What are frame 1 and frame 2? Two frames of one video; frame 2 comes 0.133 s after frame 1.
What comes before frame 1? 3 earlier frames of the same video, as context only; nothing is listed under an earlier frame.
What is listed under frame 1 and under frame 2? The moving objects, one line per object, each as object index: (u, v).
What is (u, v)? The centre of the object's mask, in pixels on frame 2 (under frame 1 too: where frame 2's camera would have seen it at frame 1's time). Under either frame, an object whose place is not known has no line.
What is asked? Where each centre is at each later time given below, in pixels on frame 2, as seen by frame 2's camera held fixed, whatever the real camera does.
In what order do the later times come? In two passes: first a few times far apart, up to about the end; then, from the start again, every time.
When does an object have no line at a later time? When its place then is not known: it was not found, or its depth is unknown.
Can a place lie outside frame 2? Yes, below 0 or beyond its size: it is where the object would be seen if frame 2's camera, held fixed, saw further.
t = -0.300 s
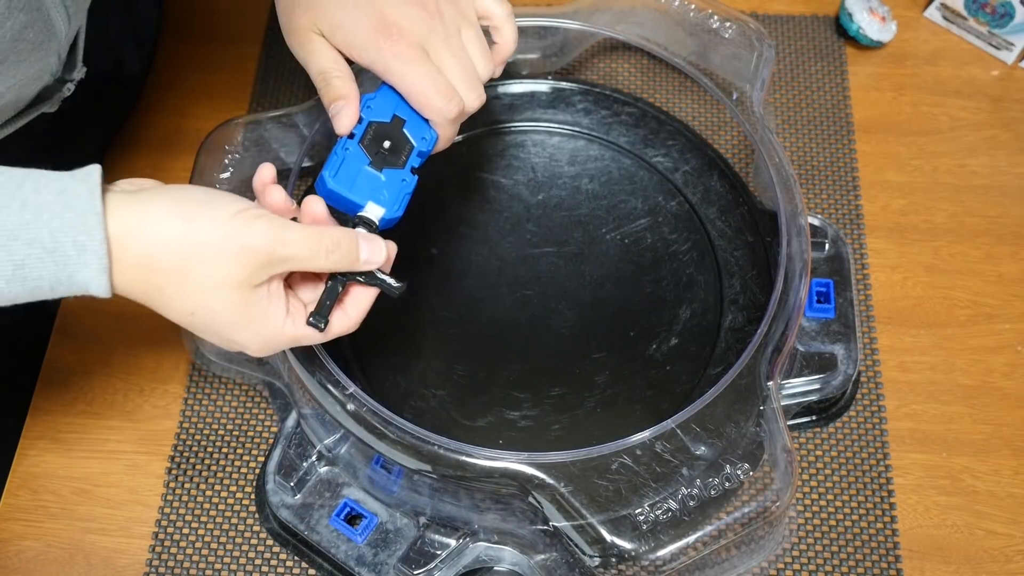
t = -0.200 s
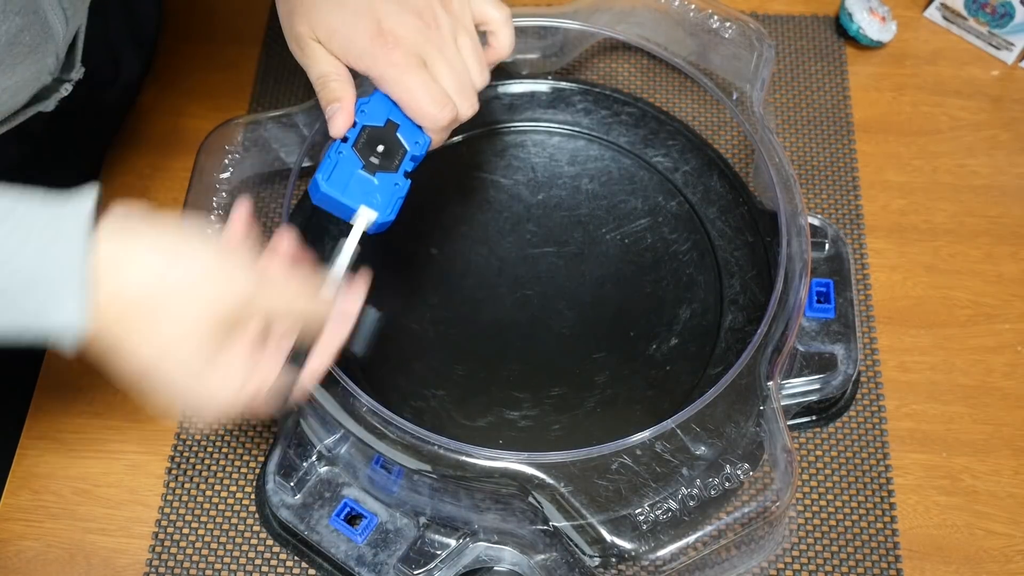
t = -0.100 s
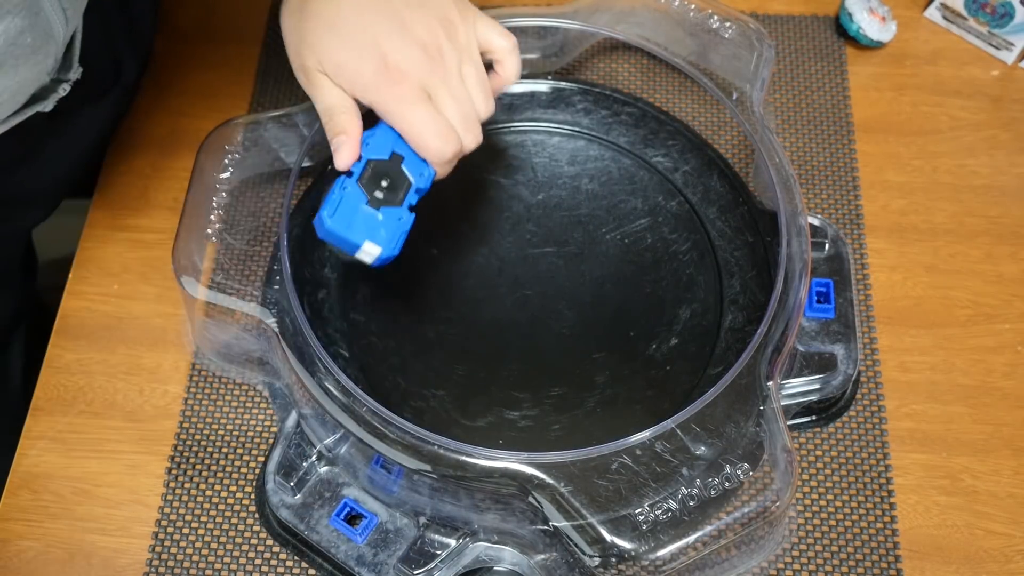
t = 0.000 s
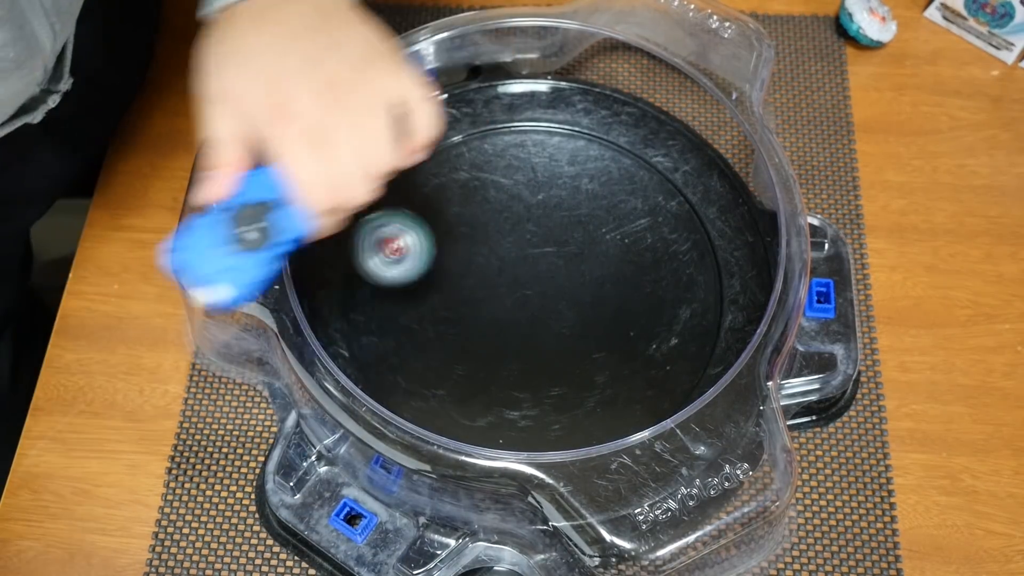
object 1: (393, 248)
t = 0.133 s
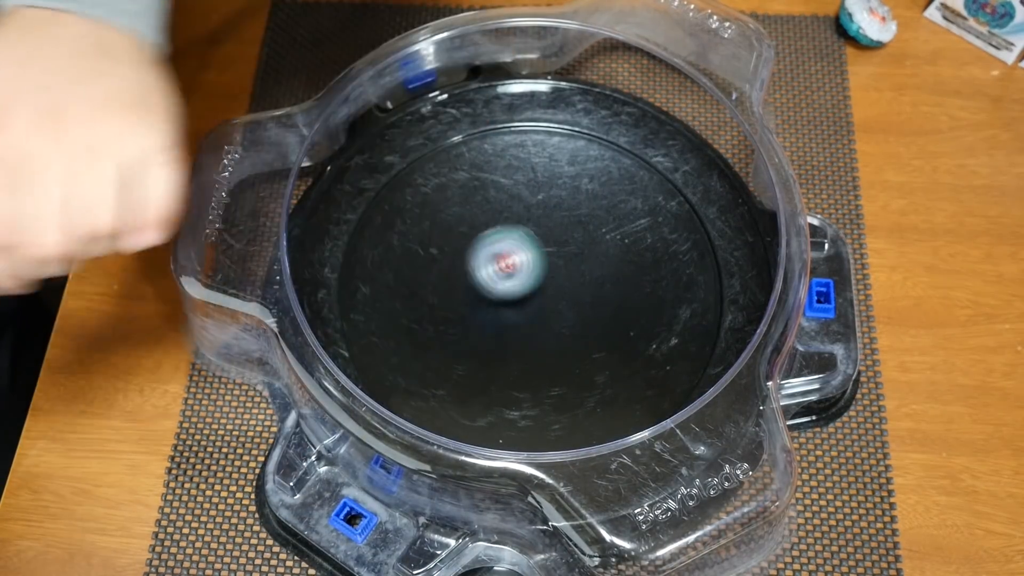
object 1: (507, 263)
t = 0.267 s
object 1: (625, 250)
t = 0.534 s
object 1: (689, 241)
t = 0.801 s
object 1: (504, 266)
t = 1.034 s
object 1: (433, 281)
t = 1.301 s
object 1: (607, 267)
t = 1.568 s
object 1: (691, 200)
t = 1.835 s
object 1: (562, 214)
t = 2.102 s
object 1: (502, 300)
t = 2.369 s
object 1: (579, 361)
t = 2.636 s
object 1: (642, 301)
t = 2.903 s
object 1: (637, 261)
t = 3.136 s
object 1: (595, 292)
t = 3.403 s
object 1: (557, 350)
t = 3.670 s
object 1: (558, 365)
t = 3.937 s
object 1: (548, 343)
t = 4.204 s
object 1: (500, 328)
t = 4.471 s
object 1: (462, 335)
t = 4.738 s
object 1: (474, 340)
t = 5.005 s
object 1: (488, 298)
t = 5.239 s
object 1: (466, 255)
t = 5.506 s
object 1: (459, 253)
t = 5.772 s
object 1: (494, 251)
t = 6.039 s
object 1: (525, 230)
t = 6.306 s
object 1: (542, 223)
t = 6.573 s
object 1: (560, 233)
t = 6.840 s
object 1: (576, 250)
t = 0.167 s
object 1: (537, 254)
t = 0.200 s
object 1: (569, 252)
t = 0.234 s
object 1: (598, 255)
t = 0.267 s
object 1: (625, 250)
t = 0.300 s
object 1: (651, 249)
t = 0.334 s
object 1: (671, 246)
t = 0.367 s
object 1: (688, 243)
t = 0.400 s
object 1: (701, 241)
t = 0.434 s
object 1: (706, 239)
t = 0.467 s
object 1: (706, 239)
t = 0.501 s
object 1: (700, 239)
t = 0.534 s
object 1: (689, 241)
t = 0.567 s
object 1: (673, 244)
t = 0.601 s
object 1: (655, 246)
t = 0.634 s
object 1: (633, 249)
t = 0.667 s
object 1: (608, 252)
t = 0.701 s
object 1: (582, 257)
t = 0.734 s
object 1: (556, 260)
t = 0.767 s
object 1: (529, 263)
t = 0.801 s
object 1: (504, 266)
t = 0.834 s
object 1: (481, 268)
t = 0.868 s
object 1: (461, 270)
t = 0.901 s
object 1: (446, 272)
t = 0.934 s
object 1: (434, 273)
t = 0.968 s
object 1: (428, 276)
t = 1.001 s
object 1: (428, 278)
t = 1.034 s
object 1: (433, 281)
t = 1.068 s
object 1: (445, 283)
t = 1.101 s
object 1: (461, 285)
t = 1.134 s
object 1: (481, 286)
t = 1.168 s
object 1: (504, 286)
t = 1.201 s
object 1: (529, 284)
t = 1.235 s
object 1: (556, 280)
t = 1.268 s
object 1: (582, 275)
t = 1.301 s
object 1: (607, 267)
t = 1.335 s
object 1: (629, 259)
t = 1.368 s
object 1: (650, 249)
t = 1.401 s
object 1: (668, 239)
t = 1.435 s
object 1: (682, 229)
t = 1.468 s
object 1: (692, 220)
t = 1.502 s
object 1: (699, 210)
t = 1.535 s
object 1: (698, 203)
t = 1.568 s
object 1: (691, 200)
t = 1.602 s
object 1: (681, 198)
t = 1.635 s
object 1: (668, 197)
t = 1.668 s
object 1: (651, 196)
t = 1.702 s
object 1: (634, 198)
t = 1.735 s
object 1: (616, 200)
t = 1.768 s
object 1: (597, 203)
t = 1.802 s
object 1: (578, 208)
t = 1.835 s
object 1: (562, 214)
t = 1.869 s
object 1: (546, 221)
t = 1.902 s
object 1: (531, 230)
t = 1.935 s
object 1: (520, 239)
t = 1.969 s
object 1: (510, 250)
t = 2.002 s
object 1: (504, 262)
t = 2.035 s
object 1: (500, 274)
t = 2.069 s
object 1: (500, 287)
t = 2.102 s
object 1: (502, 300)
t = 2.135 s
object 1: (507, 313)
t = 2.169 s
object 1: (514, 325)
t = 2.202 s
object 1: (522, 336)
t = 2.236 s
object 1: (533, 345)
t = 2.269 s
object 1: (543, 352)
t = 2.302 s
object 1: (556, 358)
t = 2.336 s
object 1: (567, 361)
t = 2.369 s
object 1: (579, 361)
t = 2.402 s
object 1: (590, 359)
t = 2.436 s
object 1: (601, 354)
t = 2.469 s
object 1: (610, 348)
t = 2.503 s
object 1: (619, 339)
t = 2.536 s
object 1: (626, 331)
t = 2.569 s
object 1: (633, 320)
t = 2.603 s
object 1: (638, 311)
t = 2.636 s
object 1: (642, 301)
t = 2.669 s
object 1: (645, 293)
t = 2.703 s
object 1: (646, 286)
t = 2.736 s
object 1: (647, 278)
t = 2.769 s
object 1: (647, 273)
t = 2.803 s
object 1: (646, 268)
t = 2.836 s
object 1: (644, 264)
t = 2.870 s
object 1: (641, 262)
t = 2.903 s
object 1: (637, 261)
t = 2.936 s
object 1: (633, 262)
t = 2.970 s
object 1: (627, 264)
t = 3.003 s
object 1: (621, 267)
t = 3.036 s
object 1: (616, 272)
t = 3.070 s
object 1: (609, 278)
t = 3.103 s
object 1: (601, 285)
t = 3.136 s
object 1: (595, 292)
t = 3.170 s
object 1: (588, 301)
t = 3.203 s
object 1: (581, 309)
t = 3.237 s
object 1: (575, 316)
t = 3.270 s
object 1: (570, 324)
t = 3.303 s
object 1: (565, 332)
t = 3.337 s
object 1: (562, 339)
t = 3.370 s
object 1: (559, 345)
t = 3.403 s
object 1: (557, 350)
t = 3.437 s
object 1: (555, 356)
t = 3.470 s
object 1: (554, 359)
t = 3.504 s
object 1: (554, 362)
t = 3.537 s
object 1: (555, 364)
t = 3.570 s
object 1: (555, 366)
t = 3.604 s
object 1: (556, 366)
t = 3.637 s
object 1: (557, 366)
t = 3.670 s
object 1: (558, 365)
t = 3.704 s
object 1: (558, 363)
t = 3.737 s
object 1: (559, 361)
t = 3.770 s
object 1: (559, 358)
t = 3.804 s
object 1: (558, 356)
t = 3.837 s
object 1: (557, 353)
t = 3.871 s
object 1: (554, 350)
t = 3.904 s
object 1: (552, 347)
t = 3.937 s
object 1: (548, 343)
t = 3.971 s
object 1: (544, 340)
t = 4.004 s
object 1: (538, 337)
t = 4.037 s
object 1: (533, 334)
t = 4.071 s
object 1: (526, 332)
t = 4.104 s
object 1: (520, 330)
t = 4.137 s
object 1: (513, 329)
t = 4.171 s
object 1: (506, 328)
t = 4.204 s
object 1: (500, 328)
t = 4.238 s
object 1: (493, 327)
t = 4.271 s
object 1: (487, 328)
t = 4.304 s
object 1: (481, 328)
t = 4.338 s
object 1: (476, 329)
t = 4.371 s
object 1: (471, 330)
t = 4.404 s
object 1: (468, 331)
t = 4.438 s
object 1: (464, 333)
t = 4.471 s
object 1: (462, 335)
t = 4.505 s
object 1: (461, 337)
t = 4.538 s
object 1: (460, 339)
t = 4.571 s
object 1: (461, 341)
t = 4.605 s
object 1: (462, 343)
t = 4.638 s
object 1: (464, 344)
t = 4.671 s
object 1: (467, 343)
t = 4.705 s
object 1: (471, 342)
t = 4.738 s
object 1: (474, 340)
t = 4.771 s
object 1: (477, 337)
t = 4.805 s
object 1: (481, 333)
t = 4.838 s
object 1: (484, 328)
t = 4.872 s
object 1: (486, 323)
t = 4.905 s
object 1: (488, 318)
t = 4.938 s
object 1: (489, 312)
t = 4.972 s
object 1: (489, 305)
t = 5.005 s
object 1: (488, 298)
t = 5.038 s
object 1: (486, 290)
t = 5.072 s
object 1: (484, 283)
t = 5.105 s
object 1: (481, 277)
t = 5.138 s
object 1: (478, 270)
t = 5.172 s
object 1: (474, 265)
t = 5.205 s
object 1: (470, 259)
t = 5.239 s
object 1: (466, 255)
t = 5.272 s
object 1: (462, 252)
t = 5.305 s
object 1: (459, 251)
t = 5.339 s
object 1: (456, 250)
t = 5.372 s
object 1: (455, 249)
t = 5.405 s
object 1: (454, 250)
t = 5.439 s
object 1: (454, 251)
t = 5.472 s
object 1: (456, 252)
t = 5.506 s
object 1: (459, 253)
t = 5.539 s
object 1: (463, 253)
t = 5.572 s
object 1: (466, 253)
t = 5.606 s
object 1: (470, 254)
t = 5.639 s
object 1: (475, 254)
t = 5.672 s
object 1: (480, 254)
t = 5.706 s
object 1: (485, 253)
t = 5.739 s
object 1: (489, 252)
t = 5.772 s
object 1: (494, 251)
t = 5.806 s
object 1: (499, 250)
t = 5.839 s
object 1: (503, 248)
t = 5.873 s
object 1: (507, 246)
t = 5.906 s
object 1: (511, 244)
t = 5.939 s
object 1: (515, 241)
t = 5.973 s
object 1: (518, 237)
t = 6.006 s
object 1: (522, 234)
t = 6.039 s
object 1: (525, 230)
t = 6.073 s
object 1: (527, 227)
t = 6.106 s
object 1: (529, 225)
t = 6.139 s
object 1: (531, 223)
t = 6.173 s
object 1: (533, 222)
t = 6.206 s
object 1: (536, 222)
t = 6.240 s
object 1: (538, 221)
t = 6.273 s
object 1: (540, 222)
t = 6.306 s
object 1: (542, 223)
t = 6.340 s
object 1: (544, 223)
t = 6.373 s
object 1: (546, 224)
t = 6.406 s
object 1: (549, 225)
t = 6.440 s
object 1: (551, 226)
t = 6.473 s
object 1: (553, 228)
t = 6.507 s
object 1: (556, 229)
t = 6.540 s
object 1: (557, 231)
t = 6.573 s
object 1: (560, 233)
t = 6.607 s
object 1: (562, 234)
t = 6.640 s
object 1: (564, 237)
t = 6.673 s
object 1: (566, 238)
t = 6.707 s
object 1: (568, 240)
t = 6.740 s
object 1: (570, 243)
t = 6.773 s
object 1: (572, 245)
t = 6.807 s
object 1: (574, 247)
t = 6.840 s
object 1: (576, 250)
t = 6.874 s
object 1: (577, 252)
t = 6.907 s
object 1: (579, 255)
